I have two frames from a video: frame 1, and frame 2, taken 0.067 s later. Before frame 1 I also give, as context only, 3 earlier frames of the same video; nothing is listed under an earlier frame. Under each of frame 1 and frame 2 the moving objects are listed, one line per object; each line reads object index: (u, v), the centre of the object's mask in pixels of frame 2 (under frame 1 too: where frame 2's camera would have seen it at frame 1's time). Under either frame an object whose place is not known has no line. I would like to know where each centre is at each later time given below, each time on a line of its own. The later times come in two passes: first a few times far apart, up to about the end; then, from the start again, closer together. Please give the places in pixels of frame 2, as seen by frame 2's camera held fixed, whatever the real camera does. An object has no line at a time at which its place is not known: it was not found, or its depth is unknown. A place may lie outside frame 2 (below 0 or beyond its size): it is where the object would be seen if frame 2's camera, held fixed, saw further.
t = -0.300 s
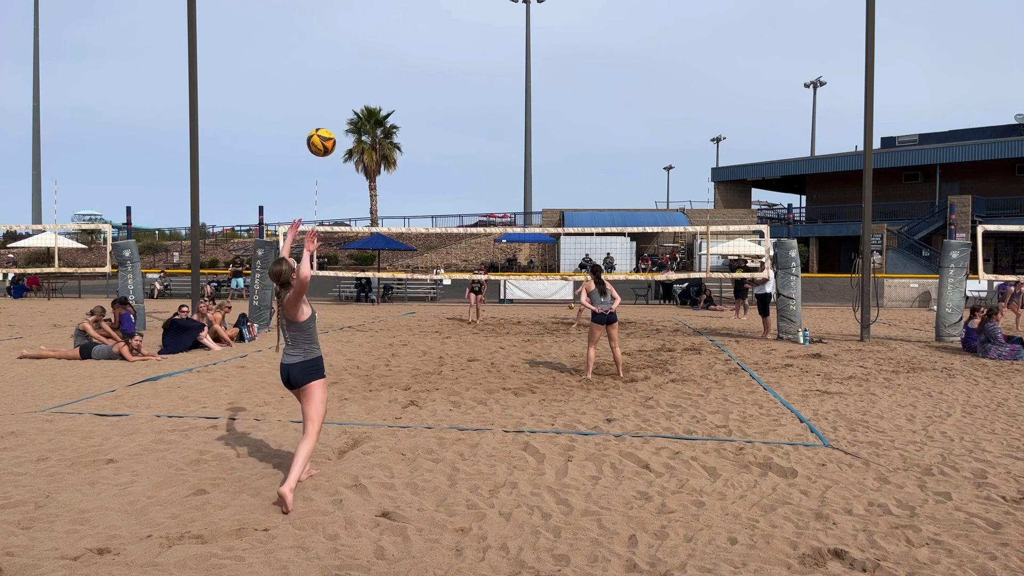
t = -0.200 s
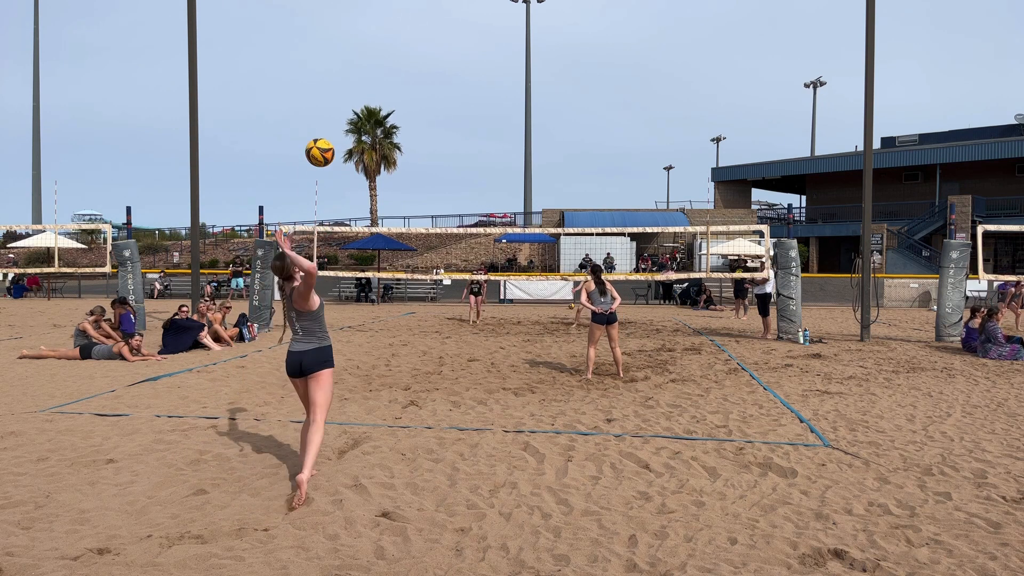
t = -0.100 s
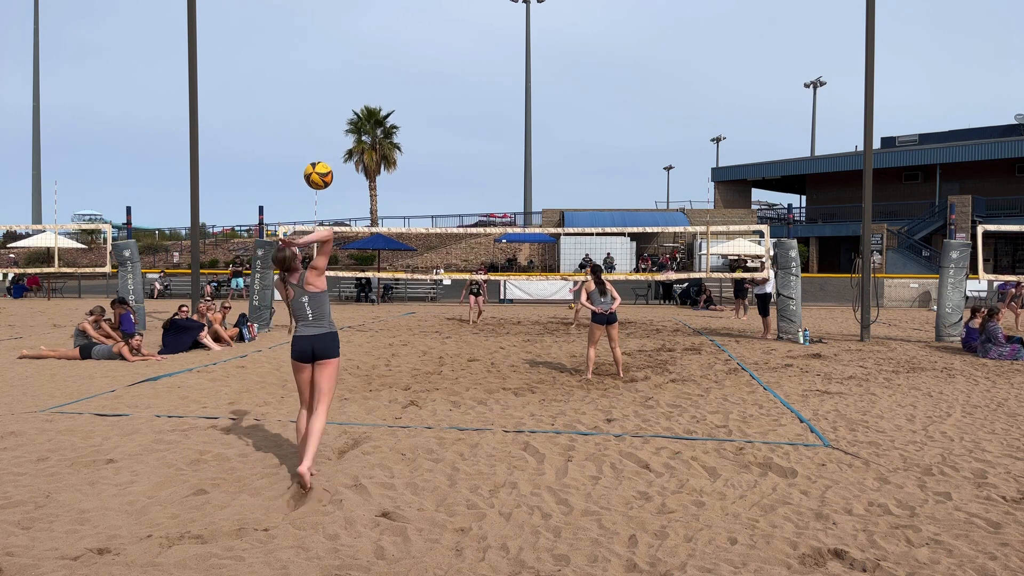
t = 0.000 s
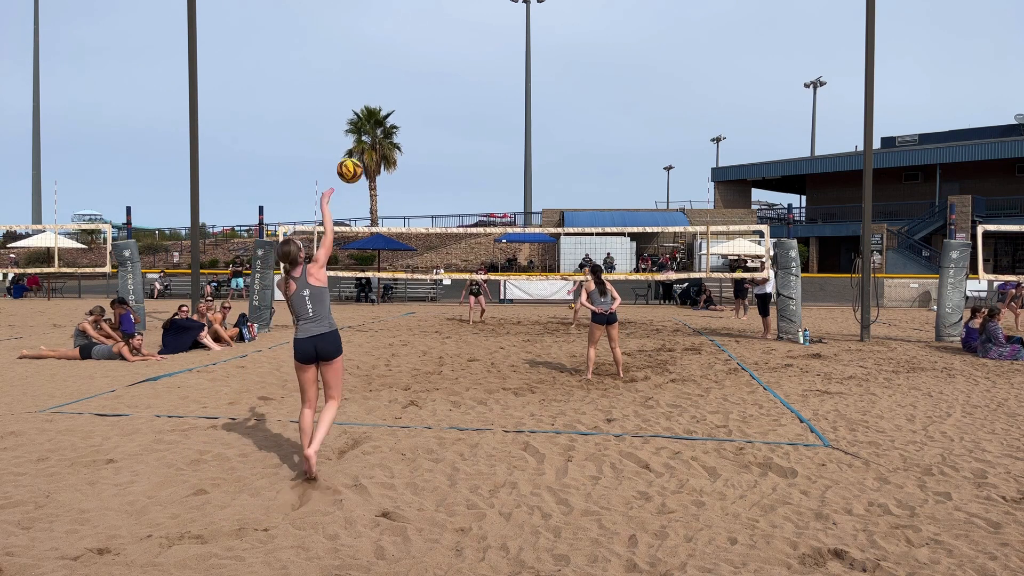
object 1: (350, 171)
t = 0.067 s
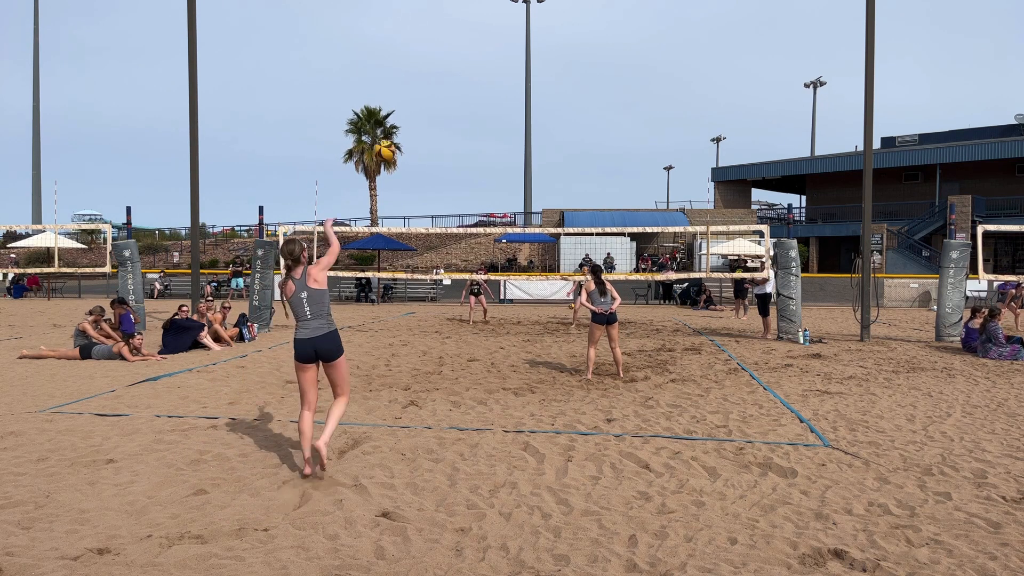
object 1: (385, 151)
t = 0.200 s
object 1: (431, 133)
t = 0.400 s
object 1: (472, 137)
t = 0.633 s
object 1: (500, 167)
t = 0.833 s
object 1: (515, 204)
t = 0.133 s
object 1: (410, 139)
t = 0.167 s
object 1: (421, 135)
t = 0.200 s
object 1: (431, 133)
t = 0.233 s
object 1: (439, 132)
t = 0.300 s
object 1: (454, 132)
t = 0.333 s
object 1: (461, 133)
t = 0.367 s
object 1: (467, 134)
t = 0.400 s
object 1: (472, 137)
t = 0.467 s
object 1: (482, 143)
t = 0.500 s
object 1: (486, 147)
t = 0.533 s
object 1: (490, 151)
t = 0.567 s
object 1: (494, 156)
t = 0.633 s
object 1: (500, 167)
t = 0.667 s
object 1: (503, 172)
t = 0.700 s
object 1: (505, 178)
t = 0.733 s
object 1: (508, 184)
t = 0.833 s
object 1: (515, 204)
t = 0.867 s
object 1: (517, 210)
